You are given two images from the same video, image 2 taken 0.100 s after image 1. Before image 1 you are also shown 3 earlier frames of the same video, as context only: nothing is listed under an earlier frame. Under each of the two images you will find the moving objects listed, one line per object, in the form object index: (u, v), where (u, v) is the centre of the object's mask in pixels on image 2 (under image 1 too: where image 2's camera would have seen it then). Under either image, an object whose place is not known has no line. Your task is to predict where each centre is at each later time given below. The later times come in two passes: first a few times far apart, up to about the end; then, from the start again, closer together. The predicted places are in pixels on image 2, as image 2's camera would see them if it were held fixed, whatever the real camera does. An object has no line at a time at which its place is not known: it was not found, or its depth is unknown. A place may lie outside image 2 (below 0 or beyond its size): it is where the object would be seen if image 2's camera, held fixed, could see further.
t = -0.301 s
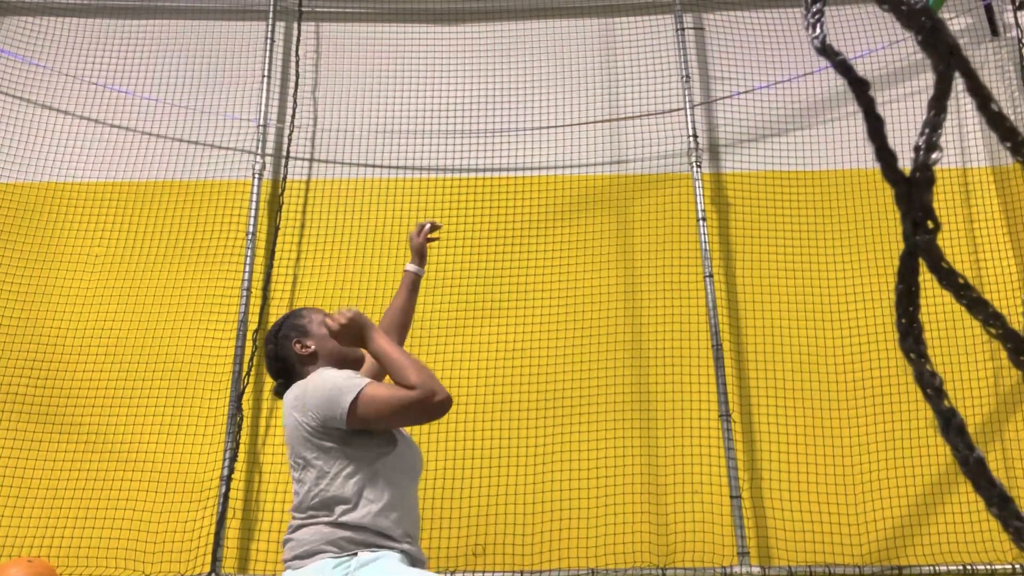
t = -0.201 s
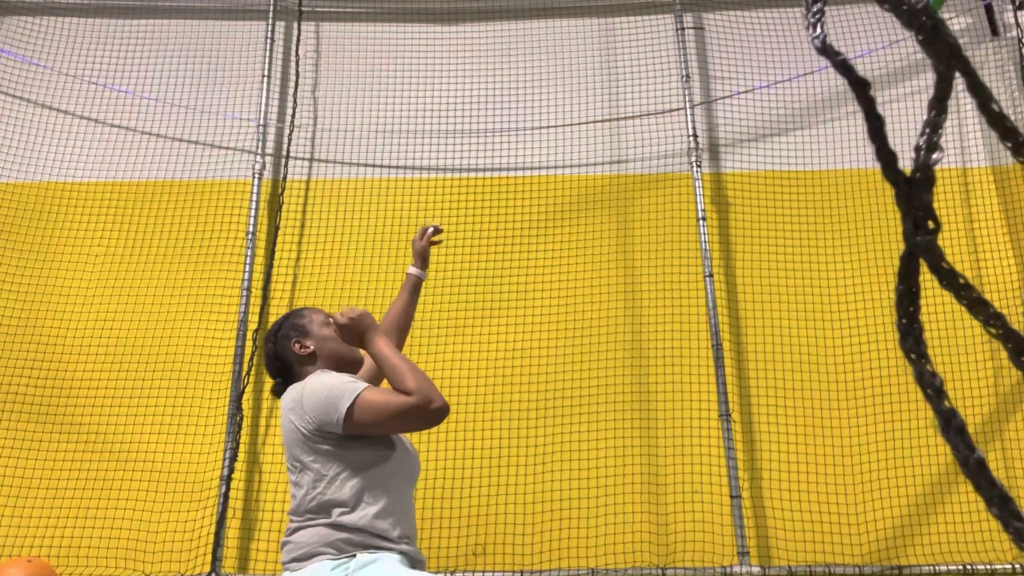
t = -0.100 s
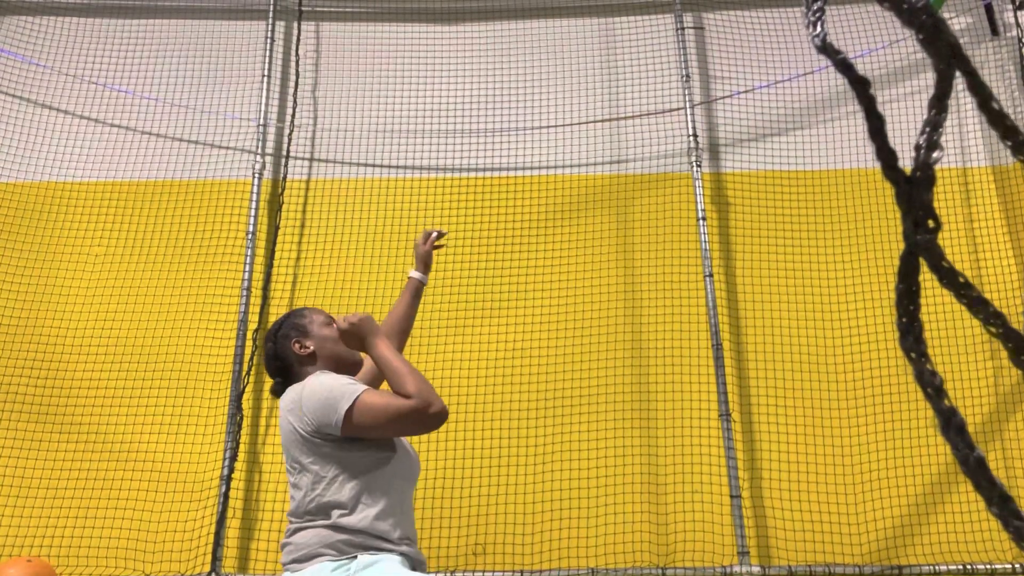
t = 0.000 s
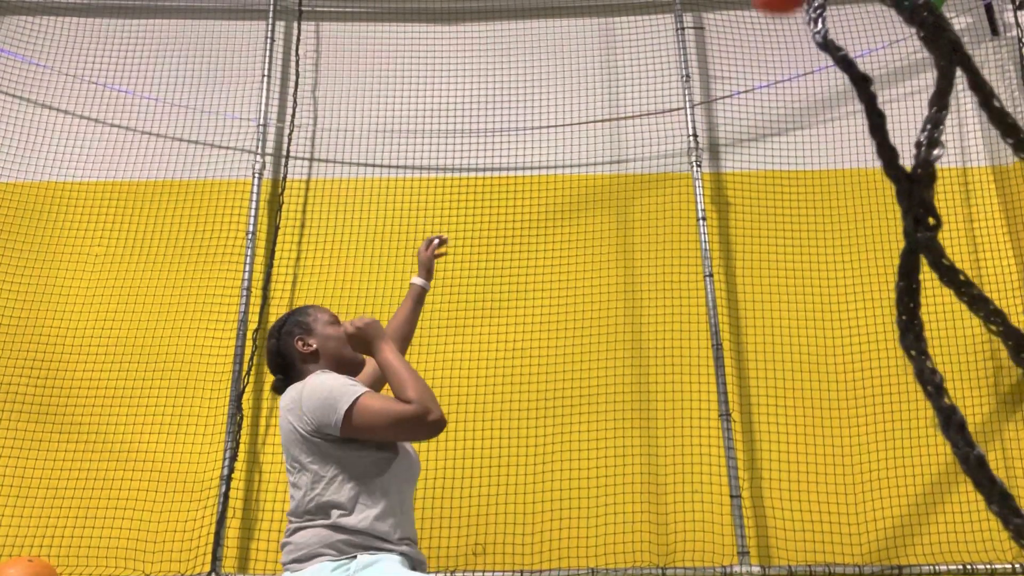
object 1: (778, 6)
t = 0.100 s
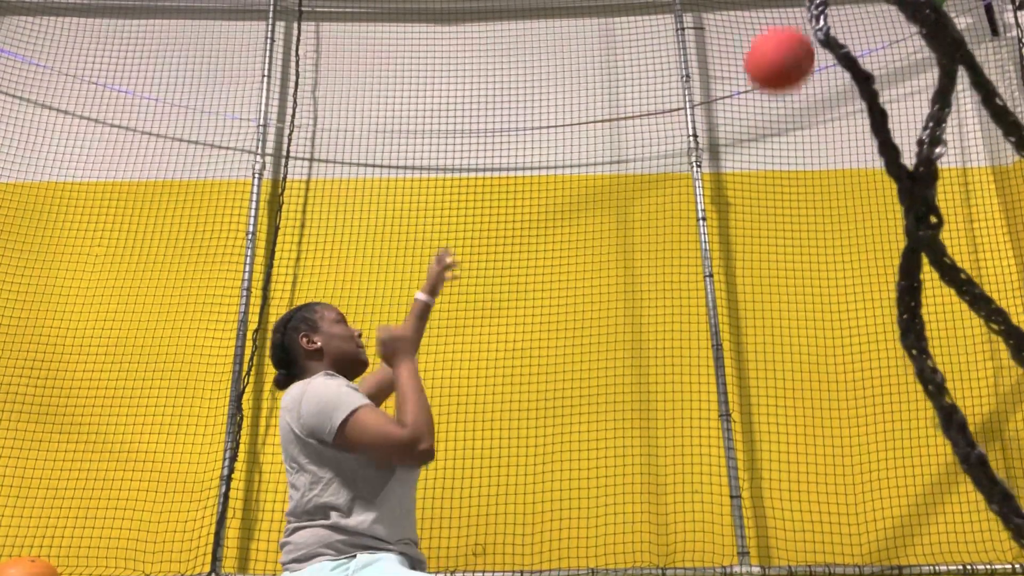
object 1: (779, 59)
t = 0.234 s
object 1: (781, 200)
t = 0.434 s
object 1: (801, 519)
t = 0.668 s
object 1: (772, 492)
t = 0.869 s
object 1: (748, 474)
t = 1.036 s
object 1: (741, 545)
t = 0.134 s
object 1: (779, 90)
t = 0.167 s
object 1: (779, 124)
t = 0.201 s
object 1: (780, 161)
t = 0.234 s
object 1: (781, 200)
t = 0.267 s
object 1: (783, 242)
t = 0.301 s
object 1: (785, 289)
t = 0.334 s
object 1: (789, 338)
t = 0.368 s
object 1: (792, 393)
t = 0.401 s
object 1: (797, 452)
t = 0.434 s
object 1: (801, 519)
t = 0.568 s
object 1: (790, 545)
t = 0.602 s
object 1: (783, 524)
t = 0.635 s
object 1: (778, 506)
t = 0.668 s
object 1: (772, 492)
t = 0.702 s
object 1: (766, 479)
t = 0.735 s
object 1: (762, 473)
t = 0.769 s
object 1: (757, 468)
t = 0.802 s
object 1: (754, 467)
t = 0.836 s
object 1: (751, 469)
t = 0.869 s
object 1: (748, 474)
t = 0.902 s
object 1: (746, 483)
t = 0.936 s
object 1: (744, 494)
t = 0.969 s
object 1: (743, 509)
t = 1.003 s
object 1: (742, 527)
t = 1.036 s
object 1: (741, 545)
